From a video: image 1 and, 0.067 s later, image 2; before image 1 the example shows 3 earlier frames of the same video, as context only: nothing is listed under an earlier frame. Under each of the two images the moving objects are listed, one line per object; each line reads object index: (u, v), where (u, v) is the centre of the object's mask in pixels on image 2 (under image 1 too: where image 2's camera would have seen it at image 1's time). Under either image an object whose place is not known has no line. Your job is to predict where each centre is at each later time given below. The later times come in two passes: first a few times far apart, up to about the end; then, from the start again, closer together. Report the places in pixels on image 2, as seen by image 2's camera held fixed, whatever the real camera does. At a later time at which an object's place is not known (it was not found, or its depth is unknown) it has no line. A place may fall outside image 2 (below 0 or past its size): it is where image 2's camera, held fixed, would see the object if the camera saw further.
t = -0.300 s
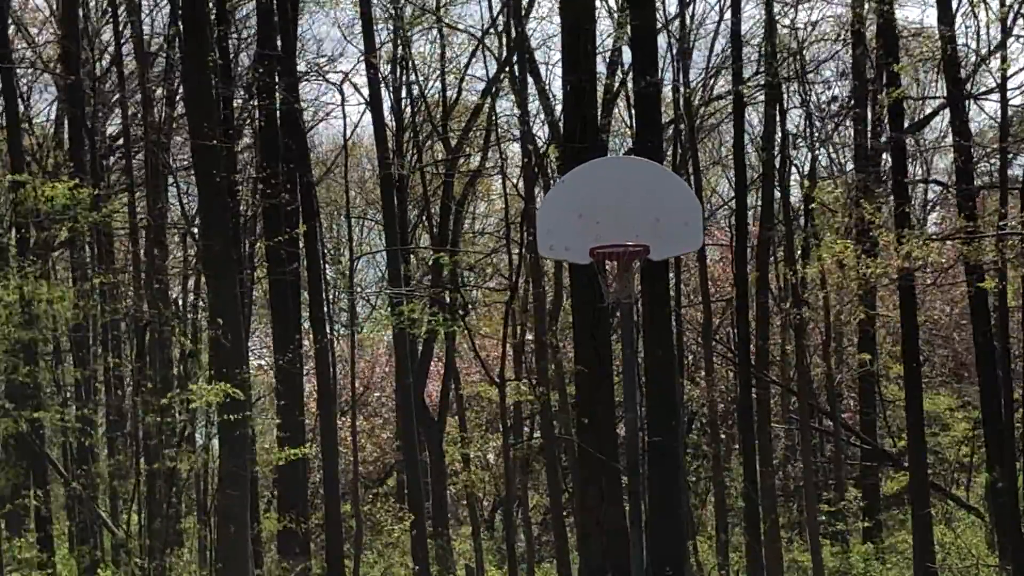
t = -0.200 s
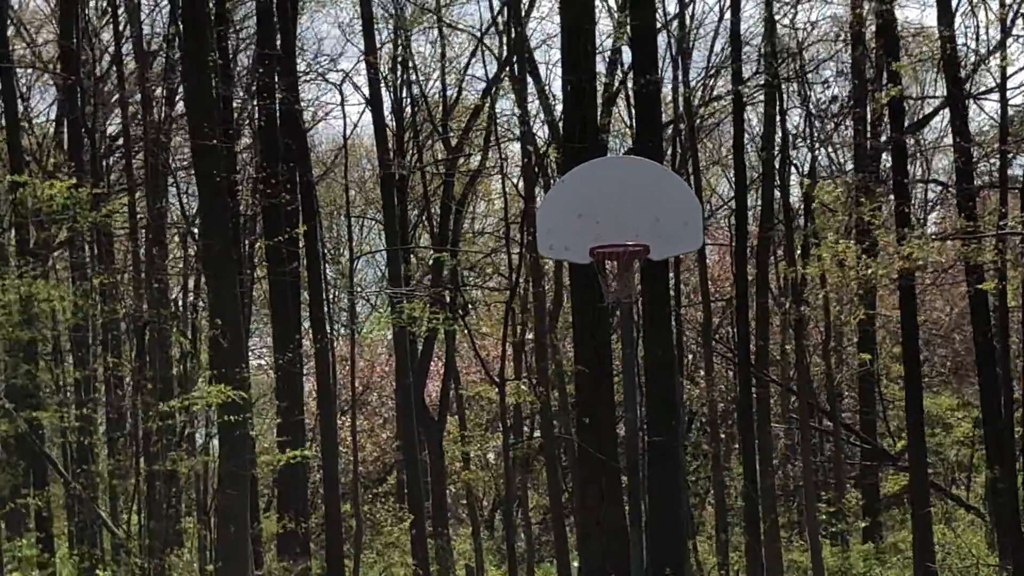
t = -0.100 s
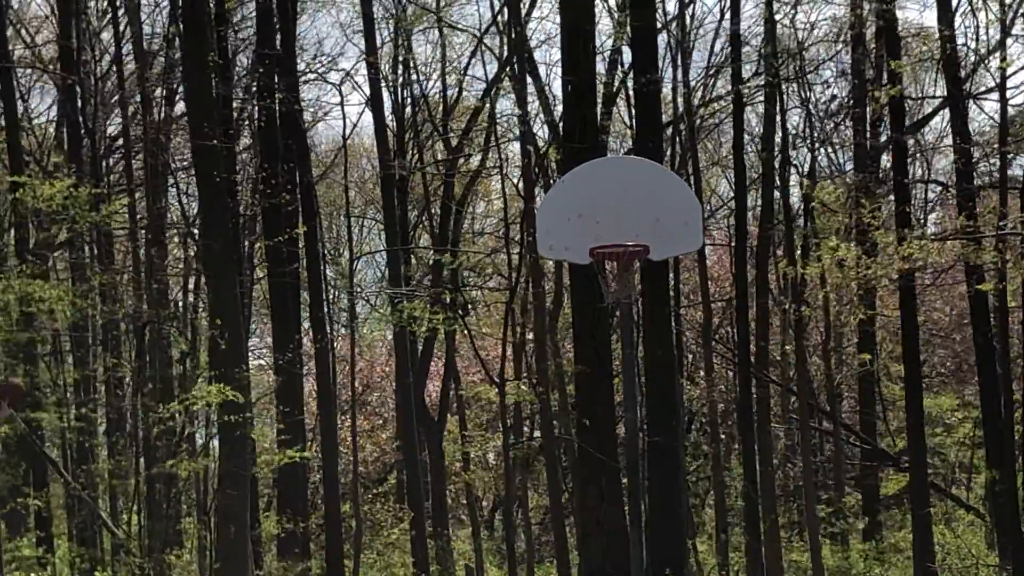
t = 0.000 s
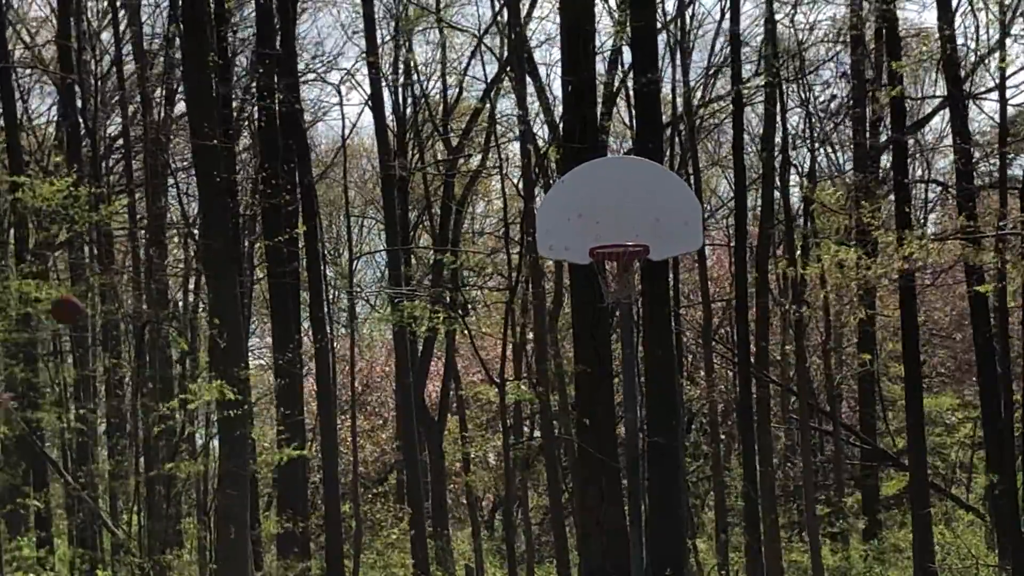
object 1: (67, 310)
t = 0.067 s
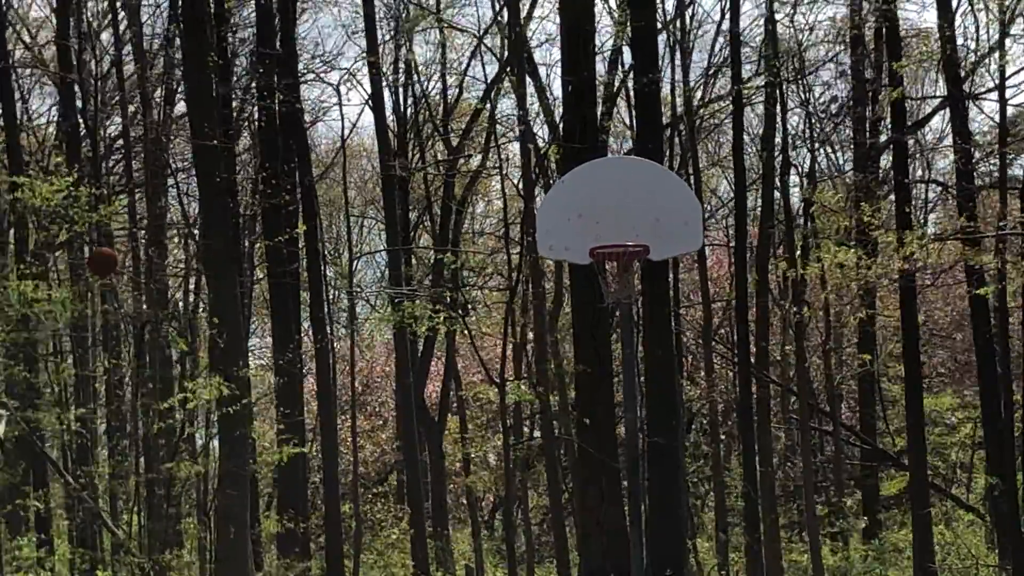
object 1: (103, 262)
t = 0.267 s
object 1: (209, 148)
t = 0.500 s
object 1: (332, 86)
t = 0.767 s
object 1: (471, 92)
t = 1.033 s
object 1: (606, 183)
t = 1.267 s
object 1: (719, 274)
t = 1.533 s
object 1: (840, 416)
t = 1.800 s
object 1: (952, 557)
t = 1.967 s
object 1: (1012, 453)
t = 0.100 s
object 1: (119, 240)
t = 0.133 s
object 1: (138, 219)
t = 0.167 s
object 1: (157, 200)
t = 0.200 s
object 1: (175, 183)
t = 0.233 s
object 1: (191, 166)
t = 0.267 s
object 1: (209, 148)
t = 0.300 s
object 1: (228, 139)
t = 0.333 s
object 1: (244, 126)
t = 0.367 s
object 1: (262, 115)
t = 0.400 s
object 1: (279, 105)
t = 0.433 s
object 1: (296, 98)
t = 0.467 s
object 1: (314, 92)
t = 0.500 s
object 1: (332, 86)
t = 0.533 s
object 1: (349, 82)
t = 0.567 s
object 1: (366, 80)
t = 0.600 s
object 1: (384, 78)
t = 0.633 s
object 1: (402, 79)
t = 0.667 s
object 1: (419, 80)
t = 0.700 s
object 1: (435, 82)
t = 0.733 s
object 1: (452, 86)
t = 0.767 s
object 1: (471, 92)
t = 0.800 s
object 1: (487, 100)
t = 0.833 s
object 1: (505, 108)
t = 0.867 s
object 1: (521, 117)
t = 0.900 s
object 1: (538, 127)
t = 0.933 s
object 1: (556, 139)
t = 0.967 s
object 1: (571, 151)
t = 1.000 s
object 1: (590, 167)
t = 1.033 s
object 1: (606, 183)
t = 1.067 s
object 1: (623, 201)
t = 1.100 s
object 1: (640, 219)
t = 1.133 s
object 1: (657, 237)
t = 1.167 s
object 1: (673, 243)
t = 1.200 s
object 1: (688, 253)
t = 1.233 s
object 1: (703, 262)
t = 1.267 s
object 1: (719, 274)
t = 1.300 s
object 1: (733, 286)
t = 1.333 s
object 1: (748, 301)
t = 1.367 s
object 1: (764, 315)
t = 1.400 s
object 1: (780, 333)
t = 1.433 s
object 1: (796, 353)
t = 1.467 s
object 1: (810, 371)
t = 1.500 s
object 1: (824, 395)
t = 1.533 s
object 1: (840, 416)
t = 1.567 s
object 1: (854, 441)
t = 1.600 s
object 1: (869, 468)
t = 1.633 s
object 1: (884, 493)
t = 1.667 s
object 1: (898, 522)
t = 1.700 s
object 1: (913, 554)
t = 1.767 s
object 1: (940, 572)
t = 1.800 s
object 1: (952, 557)
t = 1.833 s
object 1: (963, 534)
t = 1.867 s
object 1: (976, 511)
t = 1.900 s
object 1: (988, 489)
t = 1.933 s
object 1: (1000, 469)
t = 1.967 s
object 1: (1012, 453)
